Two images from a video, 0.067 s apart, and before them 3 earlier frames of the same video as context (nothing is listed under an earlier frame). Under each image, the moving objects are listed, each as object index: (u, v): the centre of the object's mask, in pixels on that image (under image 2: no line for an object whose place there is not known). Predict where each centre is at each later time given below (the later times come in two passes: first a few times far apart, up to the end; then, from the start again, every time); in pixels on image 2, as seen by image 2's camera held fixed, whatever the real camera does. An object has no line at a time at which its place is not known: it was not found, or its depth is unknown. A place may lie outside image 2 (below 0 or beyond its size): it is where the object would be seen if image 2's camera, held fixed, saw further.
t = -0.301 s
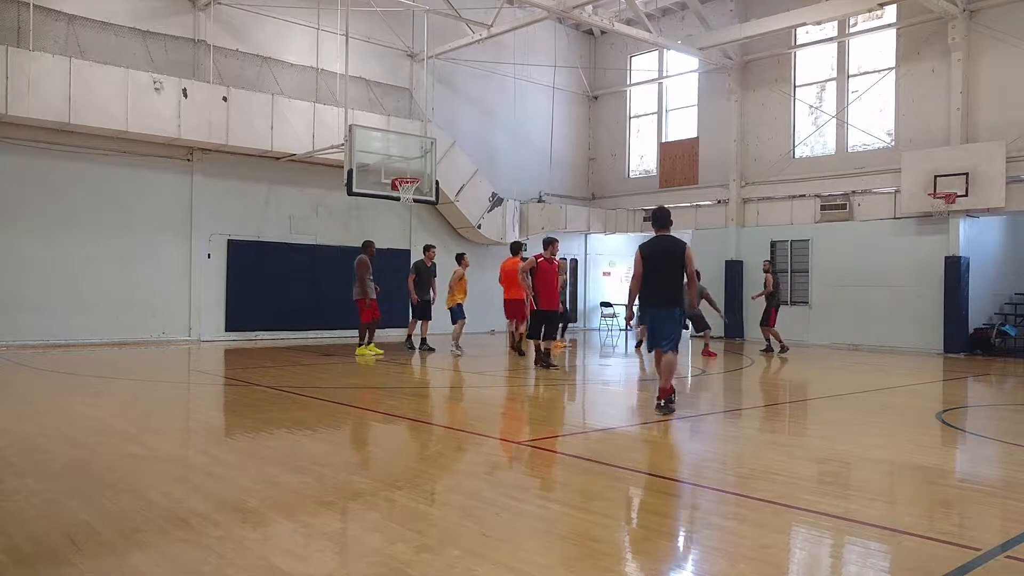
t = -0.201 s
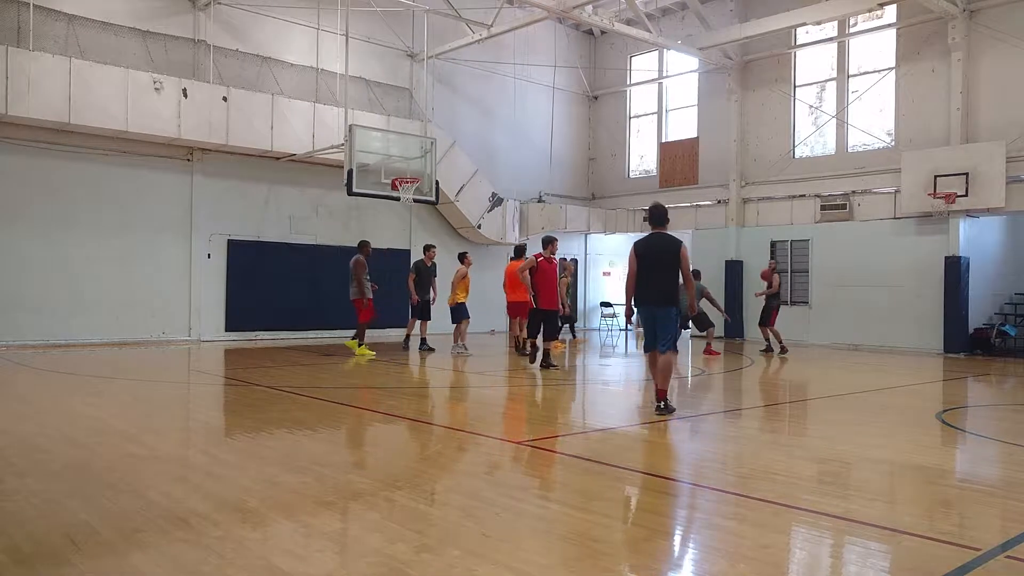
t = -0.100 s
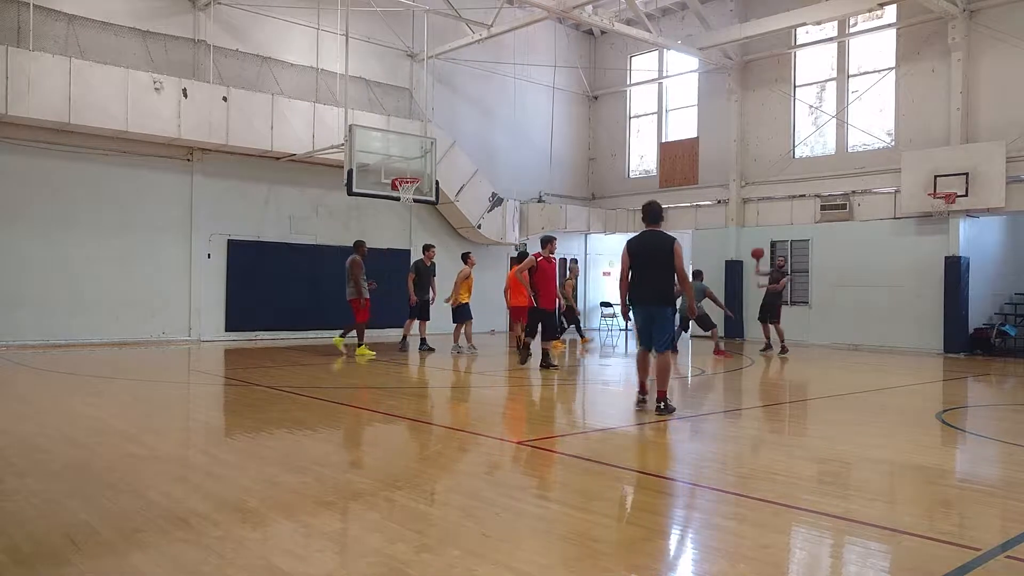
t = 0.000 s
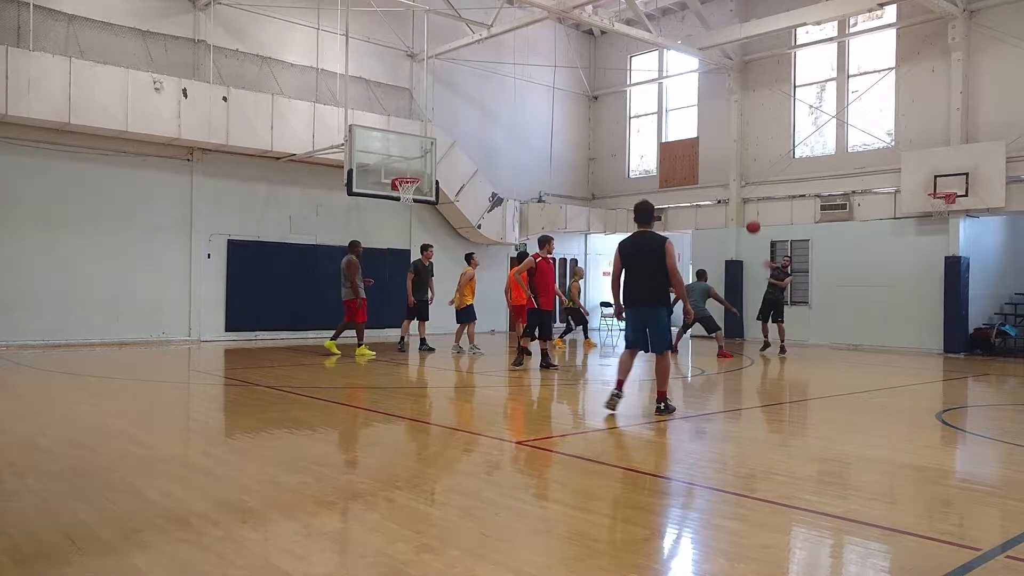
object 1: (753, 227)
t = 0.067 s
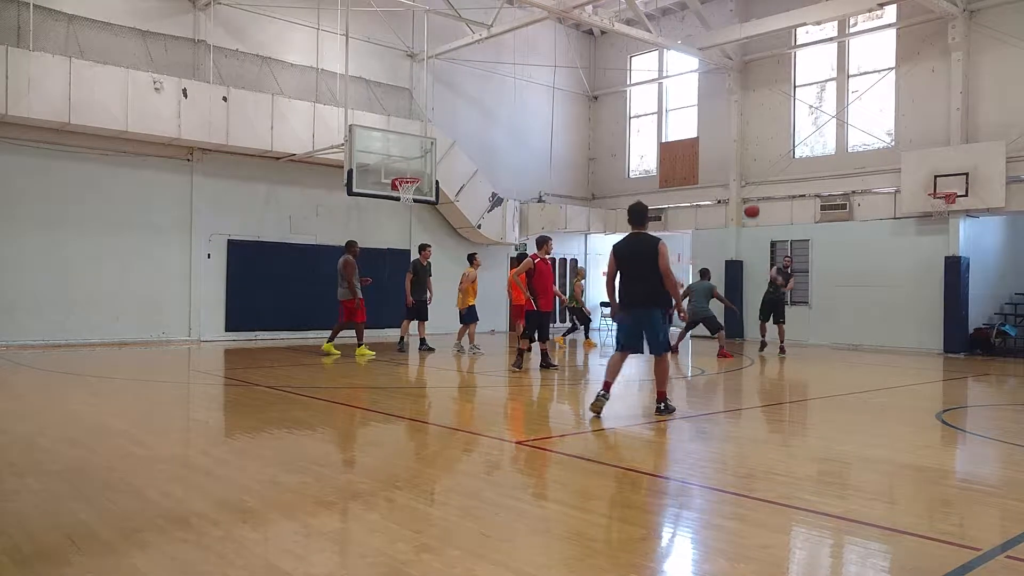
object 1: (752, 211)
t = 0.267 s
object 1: (747, 170)
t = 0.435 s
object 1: (742, 144)
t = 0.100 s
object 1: (751, 204)
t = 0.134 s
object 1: (750, 196)
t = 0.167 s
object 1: (750, 188)
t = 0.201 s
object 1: (749, 181)
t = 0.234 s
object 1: (748, 176)
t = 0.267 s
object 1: (747, 170)
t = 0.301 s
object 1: (746, 164)
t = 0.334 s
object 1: (745, 158)
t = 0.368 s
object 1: (744, 153)
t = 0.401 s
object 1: (743, 148)
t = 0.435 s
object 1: (742, 144)
